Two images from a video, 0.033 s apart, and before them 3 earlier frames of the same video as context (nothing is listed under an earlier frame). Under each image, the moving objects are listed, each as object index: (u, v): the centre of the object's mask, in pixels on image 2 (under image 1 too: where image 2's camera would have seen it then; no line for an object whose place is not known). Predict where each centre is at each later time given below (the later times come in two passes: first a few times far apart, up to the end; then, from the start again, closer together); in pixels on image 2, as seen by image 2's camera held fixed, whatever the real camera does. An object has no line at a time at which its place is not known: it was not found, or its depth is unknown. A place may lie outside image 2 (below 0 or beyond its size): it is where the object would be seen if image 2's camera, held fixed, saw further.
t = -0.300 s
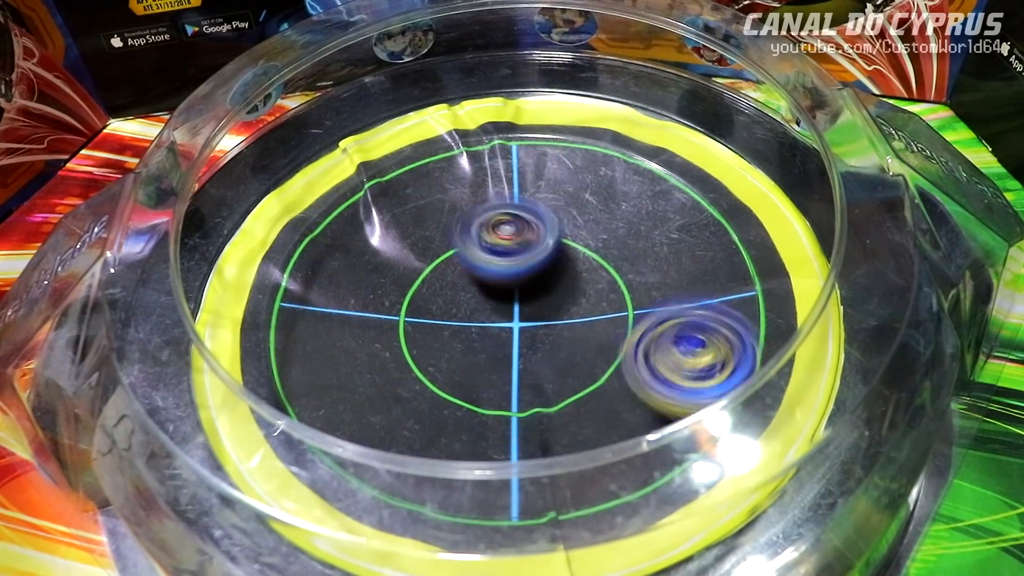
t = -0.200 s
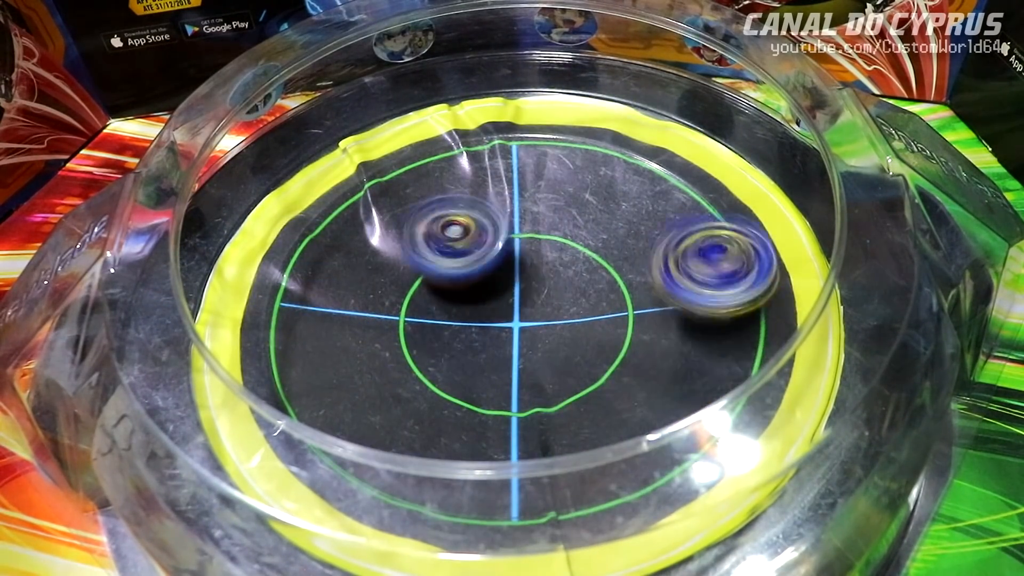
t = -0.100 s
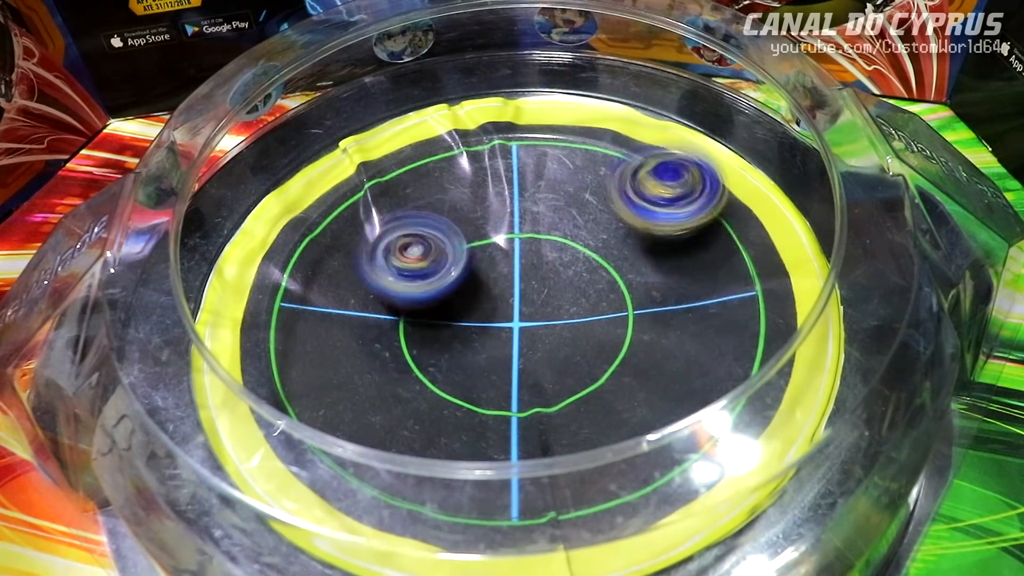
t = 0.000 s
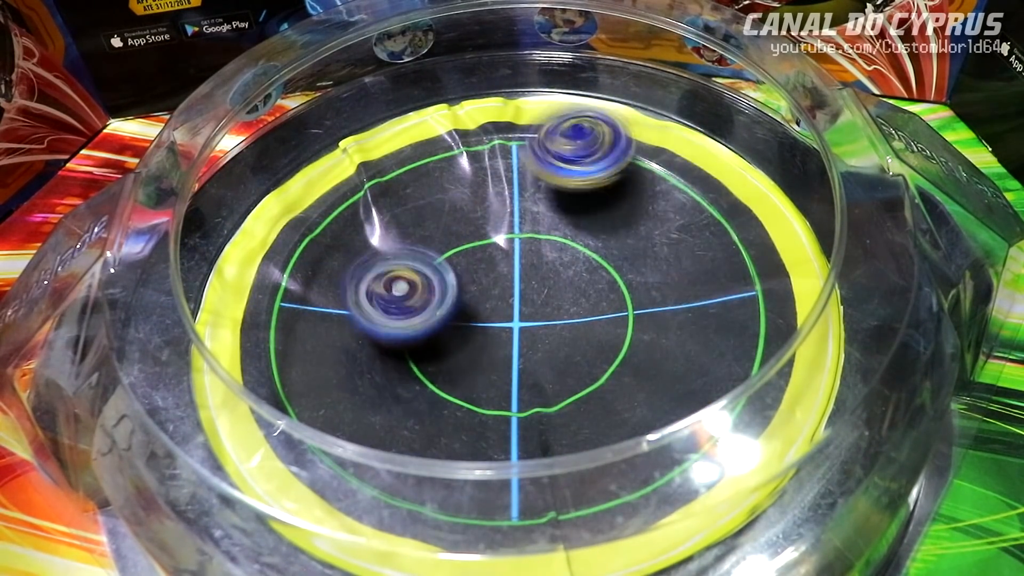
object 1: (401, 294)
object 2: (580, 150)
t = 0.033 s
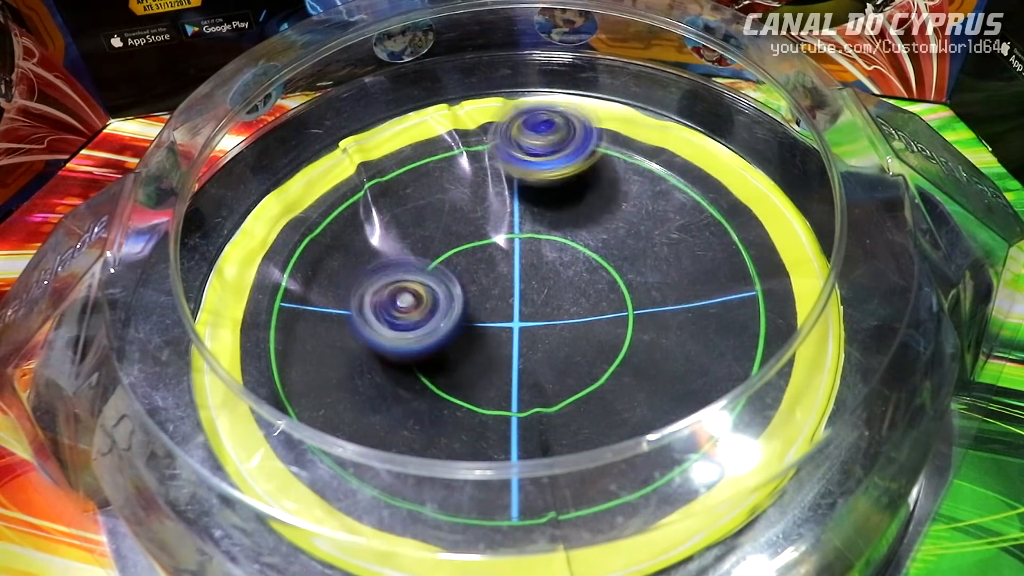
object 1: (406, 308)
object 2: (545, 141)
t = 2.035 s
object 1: (437, 334)
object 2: (669, 191)
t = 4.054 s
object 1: (483, 337)
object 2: (681, 357)
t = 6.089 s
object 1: (537, 318)
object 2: (391, 392)
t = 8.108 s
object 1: (551, 304)
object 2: (343, 249)
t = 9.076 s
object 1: (532, 323)
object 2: (446, 200)
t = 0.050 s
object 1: (410, 314)
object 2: (528, 140)
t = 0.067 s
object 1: (417, 320)
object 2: (509, 140)
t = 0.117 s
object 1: (442, 334)
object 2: (456, 148)
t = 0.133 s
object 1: (451, 337)
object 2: (441, 151)
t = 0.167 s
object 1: (470, 341)
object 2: (406, 161)
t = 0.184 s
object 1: (483, 342)
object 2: (392, 171)
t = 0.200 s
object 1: (493, 342)
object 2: (379, 180)
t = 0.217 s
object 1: (504, 340)
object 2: (365, 189)
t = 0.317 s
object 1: (558, 317)
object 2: (309, 260)
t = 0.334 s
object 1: (567, 312)
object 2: (303, 275)
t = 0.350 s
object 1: (573, 307)
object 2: (301, 291)
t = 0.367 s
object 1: (578, 301)
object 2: (302, 306)
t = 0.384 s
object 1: (582, 294)
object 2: (304, 321)
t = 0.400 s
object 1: (585, 288)
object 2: (310, 336)
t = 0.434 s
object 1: (590, 275)
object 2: (327, 368)
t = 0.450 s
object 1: (591, 267)
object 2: (338, 376)
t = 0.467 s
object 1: (591, 260)
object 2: (354, 387)
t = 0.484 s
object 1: (590, 254)
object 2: (372, 396)
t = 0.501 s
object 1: (588, 247)
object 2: (390, 404)
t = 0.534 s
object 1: (583, 236)
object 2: (430, 415)
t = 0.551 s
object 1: (579, 231)
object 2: (452, 419)
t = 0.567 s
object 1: (574, 225)
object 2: (474, 421)
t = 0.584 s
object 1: (569, 222)
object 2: (497, 435)
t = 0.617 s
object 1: (558, 216)
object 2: (544, 418)
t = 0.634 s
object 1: (548, 214)
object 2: (567, 414)
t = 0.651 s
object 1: (541, 213)
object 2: (588, 417)
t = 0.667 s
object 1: (534, 212)
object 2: (609, 409)
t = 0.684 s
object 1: (526, 213)
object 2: (626, 392)
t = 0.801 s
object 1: (471, 236)
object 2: (706, 304)
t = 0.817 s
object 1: (466, 243)
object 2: (710, 291)
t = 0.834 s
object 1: (461, 249)
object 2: (711, 274)
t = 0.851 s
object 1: (458, 256)
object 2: (709, 259)
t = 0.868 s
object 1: (455, 263)
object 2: (707, 246)
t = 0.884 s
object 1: (452, 270)
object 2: (701, 233)
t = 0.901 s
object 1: (451, 277)
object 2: (695, 221)
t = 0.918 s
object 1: (451, 285)
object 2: (687, 209)
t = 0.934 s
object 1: (450, 292)
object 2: (678, 198)
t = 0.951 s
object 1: (451, 299)
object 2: (668, 185)
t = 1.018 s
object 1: (462, 326)
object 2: (617, 154)
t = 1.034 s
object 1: (465, 331)
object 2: (602, 147)
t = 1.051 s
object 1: (470, 337)
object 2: (588, 143)
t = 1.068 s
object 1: (479, 342)
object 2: (570, 139)
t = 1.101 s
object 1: (493, 350)
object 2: (538, 135)
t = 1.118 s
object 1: (503, 353)
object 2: (520, 134)
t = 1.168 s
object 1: (528, 357)
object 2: (470, 139)
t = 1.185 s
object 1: (538, 357)
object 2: (453, 142)
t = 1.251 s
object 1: (571, 348)
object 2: (393, 170)
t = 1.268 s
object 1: (579, 344)
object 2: (380, 180)
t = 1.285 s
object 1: (584, 339)
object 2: (368, 189)
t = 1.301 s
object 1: (590, 334)
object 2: (355, 199)
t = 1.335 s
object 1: (597, 324)
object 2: (338, 224)
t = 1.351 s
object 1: (600, 317)
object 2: (329, 237)
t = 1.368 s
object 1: (602, 311)
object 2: (322, 251)
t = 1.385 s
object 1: (602, 304)
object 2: (317, 265)
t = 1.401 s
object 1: (602, 298)
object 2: (316, 279)
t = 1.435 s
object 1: (597, 286)
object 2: (313, 309)
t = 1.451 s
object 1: (592, 280)
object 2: (320, 325)
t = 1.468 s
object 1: (588, 275)
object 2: (324, 340)
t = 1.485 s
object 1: (582, 270)
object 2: (331, 353)
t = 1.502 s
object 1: (576, 265)
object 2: (340, 369)
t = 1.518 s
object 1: (571, 261)
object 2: (354, 381)
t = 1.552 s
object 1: (556, 253)
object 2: (383, 400)
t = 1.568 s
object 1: (547, 251)
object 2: (403, 406)
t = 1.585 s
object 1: (539, 249)
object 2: (422, 412)
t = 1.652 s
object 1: (504, 245)
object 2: (504, 422)
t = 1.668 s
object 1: (495, 244)
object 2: (531, 433)
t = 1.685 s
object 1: (487, 245)
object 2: (549, 418)
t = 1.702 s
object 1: (478, 246)
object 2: (573, 429)
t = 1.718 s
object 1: (469, 247)
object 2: (592, 410)
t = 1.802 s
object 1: (436, 261)
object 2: (675, 367)
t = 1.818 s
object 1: (429, 265)
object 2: (689, 358)
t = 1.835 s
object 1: (425, 271)
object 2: (699, 343)
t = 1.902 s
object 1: (412, 291)
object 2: (717, 288)
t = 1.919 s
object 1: (411, 298)
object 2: (718, 273)
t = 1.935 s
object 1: (412, 303)
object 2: (715, 260)
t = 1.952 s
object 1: (413, 308)
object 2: (710, 247)
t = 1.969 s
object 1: (416, 316)
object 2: (705, 234)
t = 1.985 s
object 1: (419, 320)
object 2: (698, 223)
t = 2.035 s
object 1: (437, 334)
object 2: (669, 191)
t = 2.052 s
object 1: (446, 338)
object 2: (657, 183)
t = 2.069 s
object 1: (453, 340)
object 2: (645, 174)
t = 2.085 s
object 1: (462, 342)
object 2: (631, 168)
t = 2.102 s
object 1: (470, 344)
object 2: (619, 158)
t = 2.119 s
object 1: (481, 345)
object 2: (602, 155)
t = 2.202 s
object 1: (526, 335)
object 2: (520, 141)
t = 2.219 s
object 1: (535, 332)
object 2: (503, 142)
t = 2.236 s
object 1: (542, 326)
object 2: (486, 143)
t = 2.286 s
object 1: (563, 313)
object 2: (440, 155)
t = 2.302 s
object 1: (567, 305)
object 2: (424, 162)
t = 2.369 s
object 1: (579, 282)
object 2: (369, 192)
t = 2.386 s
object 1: (580, 276)
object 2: (356, 203)
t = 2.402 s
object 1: (580, 269)
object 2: (347, 213)
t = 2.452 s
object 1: (575, 251)
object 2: (322, 248)
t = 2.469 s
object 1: (573, 245)
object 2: (315, 260)
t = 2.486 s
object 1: (569, 239)
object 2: (310, 274)
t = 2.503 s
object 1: (564, 235)
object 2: (309, 288)
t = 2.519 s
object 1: (559, 230)
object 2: (306, 301)
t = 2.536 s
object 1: (554, 227)
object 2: (308, 317)
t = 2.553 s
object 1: (547, 224)
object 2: (312, 330)
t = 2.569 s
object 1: (541, 223)
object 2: (317, 346)
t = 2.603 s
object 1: (528, 220)
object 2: (335, 372)
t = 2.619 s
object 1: (521, 220)
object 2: (347, 382)
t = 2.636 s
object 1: (514, 220)
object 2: (362, 391)
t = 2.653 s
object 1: (507, 221)
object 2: (376, 400)
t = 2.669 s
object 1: (498, 223)
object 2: (395, 406)
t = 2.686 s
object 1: (492, 225)
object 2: (410, 421)
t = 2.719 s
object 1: (479, 232)
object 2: (454, 420)
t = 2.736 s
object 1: (472, 237)
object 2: (470, 421)
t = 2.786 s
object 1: (459, 254)
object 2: (535, 421)
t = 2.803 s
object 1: (456, 259)
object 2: (557, 416)
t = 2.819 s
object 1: (454, 266)
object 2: (579, 422)
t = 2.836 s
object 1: (452, 272)
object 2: (595, 406)
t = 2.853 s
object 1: (452, 278)
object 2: (615, 405)
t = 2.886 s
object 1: (451, 292)
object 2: (645, 381)
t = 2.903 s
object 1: (452, 298)
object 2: (660, 371)
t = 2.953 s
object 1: (461, 317)
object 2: (691, 335)
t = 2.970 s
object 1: (464, 322)
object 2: (698, 320)
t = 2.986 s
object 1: (469, 327)
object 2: (700, 306)
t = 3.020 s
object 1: (482, 336)
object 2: (703, 277)
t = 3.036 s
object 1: (489, 340)
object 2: (704, 265)
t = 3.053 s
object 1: (496, 342)
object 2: (701, 251)
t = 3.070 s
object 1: (504, 345)
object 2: (697, 238)
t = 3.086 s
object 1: (512, 346)
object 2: (691, 227)
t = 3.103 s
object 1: (521, 347)
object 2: (684, 215)
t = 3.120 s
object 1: (529, 347)
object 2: (674, 204)
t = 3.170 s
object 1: (554, 344)
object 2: (645, 179)
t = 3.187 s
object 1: (562, 341)
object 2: (633, 170)
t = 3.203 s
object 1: (568, 337)
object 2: (621, 162)
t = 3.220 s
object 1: (574, 333)
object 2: (609, 155)
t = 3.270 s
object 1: (585, 319)
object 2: (564, 143)
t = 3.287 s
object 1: (589, 314)
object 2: (548, 142)
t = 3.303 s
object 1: (590, 309)
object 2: (533, 138)
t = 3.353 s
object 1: (592, 293)
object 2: (484, 141)
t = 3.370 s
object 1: (589, 287)
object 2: (470, 143)
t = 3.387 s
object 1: (587, 282)
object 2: (455, 148)
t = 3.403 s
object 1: (582, 277)
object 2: (442, 150)
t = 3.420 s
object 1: (579, 273)
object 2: (425, 155)
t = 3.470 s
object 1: (562, 262)
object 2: (386, 178)
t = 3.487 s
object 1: (556, 257)
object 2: (373, 188)
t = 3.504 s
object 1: (549, 255)
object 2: (363, 198)
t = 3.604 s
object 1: (501, 249)
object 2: (318, 267)
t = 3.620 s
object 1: (494, 250)
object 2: (318, 280)
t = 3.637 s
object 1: (486, 250)
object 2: (316, 295)
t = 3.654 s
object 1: (479, 252)
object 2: (319, 309)
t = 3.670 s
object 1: (471, 252)
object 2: (321, 322)
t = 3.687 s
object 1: (464, 256)
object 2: (328, 336)
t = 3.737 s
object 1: (446, 264)
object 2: (351, 374)
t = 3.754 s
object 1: (442, 266)
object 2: (364, 384)
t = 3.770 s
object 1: (437, 272)
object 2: (381, 393)
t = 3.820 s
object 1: (428, 286)
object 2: (431, 411)
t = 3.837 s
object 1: (426, 291)
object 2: (450, 413)
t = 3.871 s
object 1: (426, 301)
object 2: (490, 418)
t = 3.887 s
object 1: (427, 306)
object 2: (510, 428)
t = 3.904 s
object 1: (430, 312)
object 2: (532, 425)
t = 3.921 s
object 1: (432, 316)
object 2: (550, 415)
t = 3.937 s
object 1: (437, 321)
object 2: (571, 411)
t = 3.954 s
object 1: (441, 325)
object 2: (589, 405)
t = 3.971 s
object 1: (449, 329)
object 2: (608, 406)
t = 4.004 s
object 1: (460, 334)
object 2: (639, 385)
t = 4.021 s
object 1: (466, 335)
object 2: (656, 377)
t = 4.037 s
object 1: (474, 338)
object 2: (667, 368)
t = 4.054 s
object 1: (483, 337)
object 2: (681, 357)
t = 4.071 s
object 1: (492, 338)
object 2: (689, 345)
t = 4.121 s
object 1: (516, 333)
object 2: (706, 303)
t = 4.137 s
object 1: (524, 330)
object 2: (708, 292)
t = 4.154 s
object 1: (531, 327)
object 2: (708, 277)
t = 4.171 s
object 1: (538, 323)
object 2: (707, 265)
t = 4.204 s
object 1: (550, 314)
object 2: (702, 243)
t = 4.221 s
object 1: (556, 310)
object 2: (694, 229)
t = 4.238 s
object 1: (560, 304)
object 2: (688, 220)
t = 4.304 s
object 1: (570, 284)
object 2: (649, 183)
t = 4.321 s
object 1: (571, 278)
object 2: (635, 177)
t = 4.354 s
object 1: (571, 267)
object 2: (610, 165)
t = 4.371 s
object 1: (569, 261)
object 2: (596, 159)
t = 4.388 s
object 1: (567, 255)
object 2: (583, 157)
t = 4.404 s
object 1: (564, 250)
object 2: (568, 153)
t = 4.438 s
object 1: (557, 242)
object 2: (537, 149)
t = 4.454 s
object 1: (553, 238)
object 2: (521, 150)
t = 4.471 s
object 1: (547, 235)
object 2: (506, 147)
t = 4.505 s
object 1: (537, 231)
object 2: (476, 153)
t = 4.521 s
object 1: (531, 230)
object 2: (460, 158)
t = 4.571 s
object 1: (512, 231)
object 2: (419, 173)
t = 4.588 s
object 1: (506, 232)
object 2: (408, 178)
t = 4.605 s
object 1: (500, 234)
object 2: (395, 185)
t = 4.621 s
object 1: (494, 237)
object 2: (383, 194)
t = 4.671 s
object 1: (478, 247)
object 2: (353, 221)
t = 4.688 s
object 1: (474, 251)
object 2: (344, 232)
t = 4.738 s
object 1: (465, 265)
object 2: (326, 265)
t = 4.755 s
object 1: (463, 271)
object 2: (320, 279)
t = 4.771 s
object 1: (461, 276)
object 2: (322, 292)
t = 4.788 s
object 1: (461, 282)
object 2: (320, 305)
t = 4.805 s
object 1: (461, 287)
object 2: (324, 317)
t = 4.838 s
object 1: (464, 300)
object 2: (332, 343)
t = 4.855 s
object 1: (466, 305)
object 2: (338, 357)
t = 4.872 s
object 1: (467, 310)
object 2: (345, 366)
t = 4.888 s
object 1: (470, 314)
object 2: (357, 379)
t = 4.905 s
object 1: (474, 318)
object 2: (368, 386)
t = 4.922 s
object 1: (479, 322)
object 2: (385, 397)
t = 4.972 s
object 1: (497, 330)
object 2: (432, 412)
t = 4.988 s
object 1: (503, 331)
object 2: (455, 415)
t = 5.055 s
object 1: (527, 331)
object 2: (527, 418)
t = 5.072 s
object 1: (535, 331)
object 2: (547, 416)
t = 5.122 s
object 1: (554, 325)
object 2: (601, 405)
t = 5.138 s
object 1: (558, 322)
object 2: (618, 404)
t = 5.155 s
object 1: (563, 320)
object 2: (635, 396)
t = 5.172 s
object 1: (568, 316)
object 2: (647, 383)
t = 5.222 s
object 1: (575, 305)
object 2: (684, 357)
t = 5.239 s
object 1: (575, 301)
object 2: (691, 347)
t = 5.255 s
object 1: (576, 296)
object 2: (698, 332)
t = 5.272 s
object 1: (576, 292)
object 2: (701, 320)
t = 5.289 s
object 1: (574, 288)
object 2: (702, 306)
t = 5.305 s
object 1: (572, 283)
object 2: (704, 295)
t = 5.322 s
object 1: (570, 279)
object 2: (701, 283)
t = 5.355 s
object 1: (563, 271)
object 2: (695, 260)
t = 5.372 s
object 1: (558, 267)
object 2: (690, 249)
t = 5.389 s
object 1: (554, 265)
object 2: (684, 238)
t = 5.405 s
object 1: (549, 262)
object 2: (675, 229)
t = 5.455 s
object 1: (531, 256)
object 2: (644, 204)
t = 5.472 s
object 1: (523, 256)
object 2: (632, 197)
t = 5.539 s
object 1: (497, 255)
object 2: (581, 178)
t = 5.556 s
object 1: (491, 256)
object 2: (569, 172)
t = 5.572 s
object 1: (485, 257)
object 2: (553, 174)
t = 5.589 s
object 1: (478, 258)
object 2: (537, 168)
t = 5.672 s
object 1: (454, 273)
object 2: (463, 171)
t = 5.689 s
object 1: (451, 276)
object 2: (451, 174)
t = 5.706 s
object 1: (448, 280)
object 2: (437, 178)
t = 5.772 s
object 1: (443, 296)
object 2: (386, 199)
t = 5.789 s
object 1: (445, 301)
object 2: (374, 205)
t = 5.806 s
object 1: (445, 305)
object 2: (362, 214)
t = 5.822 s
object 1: (448, 309)
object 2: (353, 221)
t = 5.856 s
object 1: (454, 317)
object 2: (335, 241)
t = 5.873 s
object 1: (457, 320)
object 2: (327, 251)
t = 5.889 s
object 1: (462, 323)
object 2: (322, 261)
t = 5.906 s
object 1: (467, 326)
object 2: (317, 272)
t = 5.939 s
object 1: (481, 329)
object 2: (314, 298)
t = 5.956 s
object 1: (486, 330)
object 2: (314, 308)
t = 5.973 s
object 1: (493, 330)
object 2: (320, 322)
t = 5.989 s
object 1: (501, 330)
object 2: (325, 334)
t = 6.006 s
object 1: (506, 330)
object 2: (332, 347)
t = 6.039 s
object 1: (520, 326)
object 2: (349, 369)
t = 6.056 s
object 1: (526, 324)
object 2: (361, 377)
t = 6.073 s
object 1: (532, 321)
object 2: (377, 387)
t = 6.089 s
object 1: (537, 318)
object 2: (391, 392)
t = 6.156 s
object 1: (556, 302)
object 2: (463, 406)
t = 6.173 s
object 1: (559, 298)
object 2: (482, 407)
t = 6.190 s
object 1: (559, 294)
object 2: (500, 406)
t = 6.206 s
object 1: (561, 289)
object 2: (520, 404)
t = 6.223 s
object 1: (564, 284)
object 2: (538, 402)
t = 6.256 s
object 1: (563, 275)
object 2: (572, 390)
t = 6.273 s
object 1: (561, 269)
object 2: (587, 383)
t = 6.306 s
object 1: (558, 261)
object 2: (613, 367)
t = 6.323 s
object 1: (556, 257)
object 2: (626, 356)
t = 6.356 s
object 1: (549, 251)
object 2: (647, 337)
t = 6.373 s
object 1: (545, 250)
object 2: (656, 325)
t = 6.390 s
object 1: (540, 248)
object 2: (661, 312)
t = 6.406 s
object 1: (536, 245)
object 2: (666, 300)
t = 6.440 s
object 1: (527, 243)
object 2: (674, 276)
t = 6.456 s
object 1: (522, 242)
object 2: (674, 265)
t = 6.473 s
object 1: (516, 243)
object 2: (675, 253)
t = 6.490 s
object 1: (511, 244)
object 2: (672, 241)
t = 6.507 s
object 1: (506, 244)
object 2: (669, 230)
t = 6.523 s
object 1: (501, 246)
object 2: (667, 221)
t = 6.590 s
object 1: (483, 256)
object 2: (637, 184)
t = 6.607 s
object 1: (480, 259)
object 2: (628, 178)
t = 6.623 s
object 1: (476, 262)
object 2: (620, 168)
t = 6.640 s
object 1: (474, 266)
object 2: (609, 163)
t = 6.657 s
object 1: (471, 271)
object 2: (596, 160)
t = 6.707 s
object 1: (466, 284)
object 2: (557, 152)
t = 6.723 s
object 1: (467, 289)
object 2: (544, 148)
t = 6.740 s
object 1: (467, 294)
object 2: (531, 149)
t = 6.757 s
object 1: (468, 298)
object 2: (516, 150)
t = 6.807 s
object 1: (473, 311)
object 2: (476, 161)
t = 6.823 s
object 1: (475, 315)
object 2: (464, 165)
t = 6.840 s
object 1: (480, 318)
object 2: (452, 172)
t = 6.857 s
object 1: (485, 322)
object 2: (439, 179)
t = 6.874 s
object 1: (489, 325)
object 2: (427, 184)
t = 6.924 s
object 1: (505, 331)
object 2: (399, 212)
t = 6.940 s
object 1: (509, 332)
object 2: (392, 220)
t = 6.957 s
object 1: (515, 332)
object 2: (384, 231)
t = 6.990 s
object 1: (527, 332)
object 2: (372, 251)
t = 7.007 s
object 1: (533, 331)
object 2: (367, 263)
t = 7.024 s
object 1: (537, 329)
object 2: (366, 277)
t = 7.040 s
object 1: (543, 328)
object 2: (363, 289)
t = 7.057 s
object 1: (546, 325)
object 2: (363, 300)
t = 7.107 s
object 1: (557, 317)
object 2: (372, 335)
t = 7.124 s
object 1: (561, 313)
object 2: (378, 346)
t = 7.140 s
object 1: (562, 311)
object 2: (384, 357)
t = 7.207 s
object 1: (565, 295)
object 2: (425, 392)
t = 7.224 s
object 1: (563, 292)
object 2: (440, 400)
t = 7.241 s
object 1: (562, 288)
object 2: (454, 404)
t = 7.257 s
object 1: (561, 284)
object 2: (468, 407)
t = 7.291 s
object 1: (555, 276)
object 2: (503, 412)
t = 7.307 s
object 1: (551, 273)
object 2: (520, 412)
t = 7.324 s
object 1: (548, 270)
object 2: (538, 411)
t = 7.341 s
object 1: (544, 268)
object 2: (555, 409)
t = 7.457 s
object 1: (507, 257)
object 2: (651, 365)
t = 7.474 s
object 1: (501, 257)
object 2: (659, 352)
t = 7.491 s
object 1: (495, 257)
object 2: (665, 340)
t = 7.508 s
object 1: (489, 257)
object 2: (669, 329)
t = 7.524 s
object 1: (485, 259)
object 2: (673, 317)
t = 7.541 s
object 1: (480, 260)
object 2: (674, 305)
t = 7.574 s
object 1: (471, 264)
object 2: (671, 284)
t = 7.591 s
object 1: (466, 266)
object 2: (669, 272)
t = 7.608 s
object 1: (463, 269)
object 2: (664, 261)
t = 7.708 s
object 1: (452, 288)
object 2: (618, 209)
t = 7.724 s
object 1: (452, 291)
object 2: (608, 206)
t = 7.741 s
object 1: (453, 295)
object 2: (596, 201)
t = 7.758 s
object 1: (453, 299)
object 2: (583, 193)
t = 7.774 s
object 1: (456, 302)
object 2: (572, 188)
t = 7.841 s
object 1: (466, 314)
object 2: (522, 177)
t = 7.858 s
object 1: (470, 316)
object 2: (507, 177)
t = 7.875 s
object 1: (476, 317)
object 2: (493, 177)
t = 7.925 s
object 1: (492, 322)
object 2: (454, 181)
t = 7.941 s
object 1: (498, 322)
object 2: (440, 181)
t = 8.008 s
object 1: (521, 320)
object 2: (394, 199)
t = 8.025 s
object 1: (528, 319)
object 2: (384, 205)
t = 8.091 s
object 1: (547, 308)
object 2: (350, 239)
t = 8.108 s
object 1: (551, 304)
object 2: (343, 249)
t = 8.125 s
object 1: (555, 301)
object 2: (341, 261)
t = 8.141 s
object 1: (557, 298)
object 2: (339, 272)
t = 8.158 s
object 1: (559, 294)
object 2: (337, 283)
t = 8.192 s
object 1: (561, 286)
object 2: (341, 304)
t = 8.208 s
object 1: (563, 283)
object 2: (345, 314)
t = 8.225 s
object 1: (563, 279)
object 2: (351, 326)
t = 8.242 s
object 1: (563, 276)
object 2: (359, 337)
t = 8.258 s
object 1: (562, 272)
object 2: (368, 346)
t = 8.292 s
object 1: (558, 265)
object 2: (391, 365)
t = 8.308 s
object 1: (555, 263)
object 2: (406, 372)
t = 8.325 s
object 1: (553, 260)
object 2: (418, 378)
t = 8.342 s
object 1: (551, 259)
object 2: (431, 383)
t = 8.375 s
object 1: (544, 255)
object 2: (466, 389)
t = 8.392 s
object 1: (538, 253)
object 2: (483, 391)
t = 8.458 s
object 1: (521, 252)
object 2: (549, 386)
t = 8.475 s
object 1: (516, 252)
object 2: (563, 382)
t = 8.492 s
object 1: (512, 252)
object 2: (578, 377)
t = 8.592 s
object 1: (487, 265)
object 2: (648, 323)
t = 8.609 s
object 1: (483, 268)
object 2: (655, 314)
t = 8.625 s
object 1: (480, 272)
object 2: (660, 303)
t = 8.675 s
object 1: (473, 283)
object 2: (671, 269)
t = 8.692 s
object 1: (471, 287)
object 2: (671, 259)
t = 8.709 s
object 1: (471, 291)
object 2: (669, 249)
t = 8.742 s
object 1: (470, 300)
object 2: (663, 230)
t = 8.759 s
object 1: (470, 303)
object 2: (659, 221)
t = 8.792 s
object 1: (472, 310)
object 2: (644, 203)
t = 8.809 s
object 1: (474, 313)
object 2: (636, 196)
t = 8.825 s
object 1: (475, 316)
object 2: (627, 191)
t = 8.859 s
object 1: (483, 321)
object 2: (604, 180)
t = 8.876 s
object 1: (487, 324)
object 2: (593, 175)
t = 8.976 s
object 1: (510, 329)
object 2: (520, 173)
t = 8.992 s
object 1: (514, 329)
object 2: (505, 177)
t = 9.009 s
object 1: (518, 328)
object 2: (492, 181)
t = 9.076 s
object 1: (532, 323)
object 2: (446, 200)
